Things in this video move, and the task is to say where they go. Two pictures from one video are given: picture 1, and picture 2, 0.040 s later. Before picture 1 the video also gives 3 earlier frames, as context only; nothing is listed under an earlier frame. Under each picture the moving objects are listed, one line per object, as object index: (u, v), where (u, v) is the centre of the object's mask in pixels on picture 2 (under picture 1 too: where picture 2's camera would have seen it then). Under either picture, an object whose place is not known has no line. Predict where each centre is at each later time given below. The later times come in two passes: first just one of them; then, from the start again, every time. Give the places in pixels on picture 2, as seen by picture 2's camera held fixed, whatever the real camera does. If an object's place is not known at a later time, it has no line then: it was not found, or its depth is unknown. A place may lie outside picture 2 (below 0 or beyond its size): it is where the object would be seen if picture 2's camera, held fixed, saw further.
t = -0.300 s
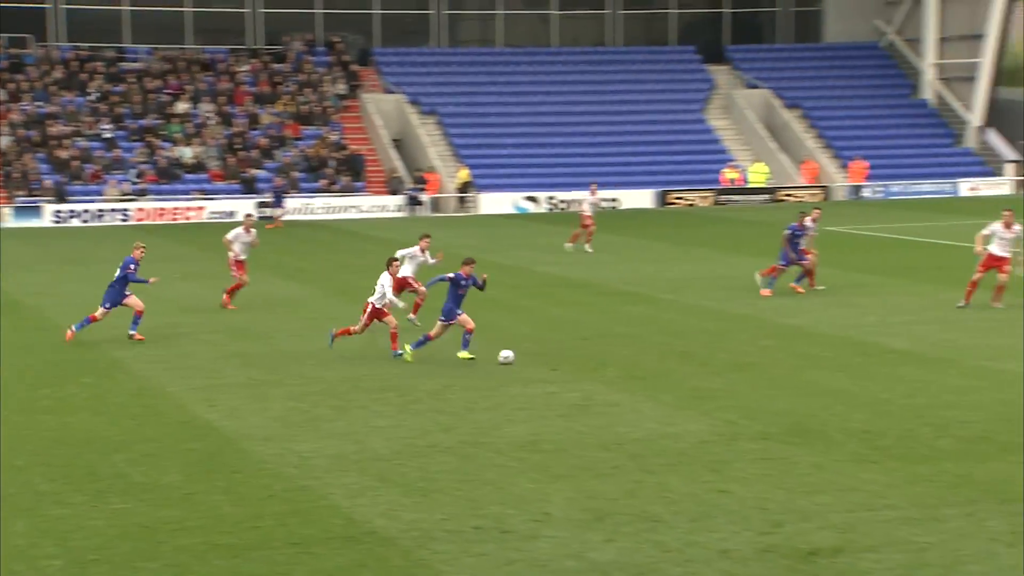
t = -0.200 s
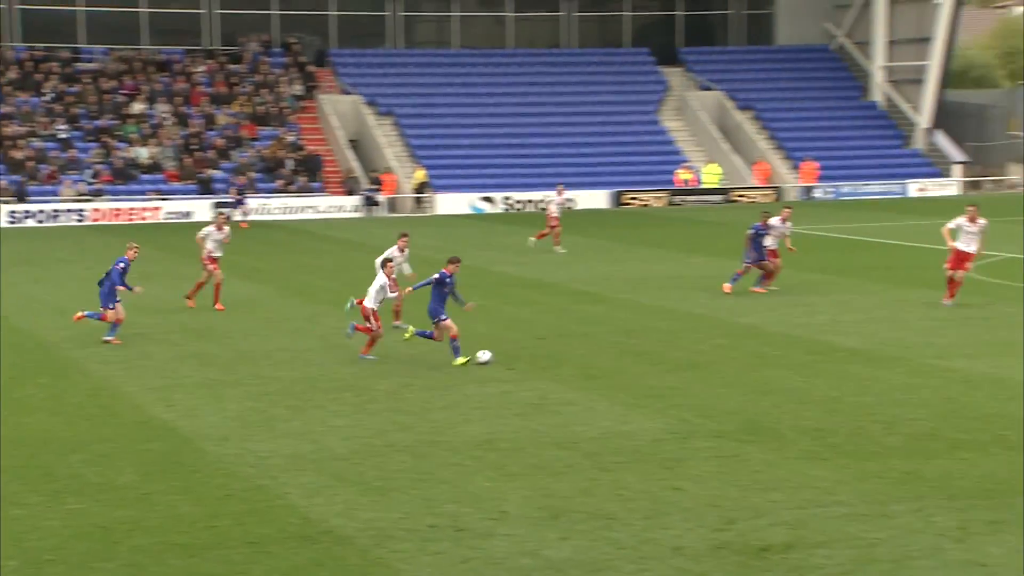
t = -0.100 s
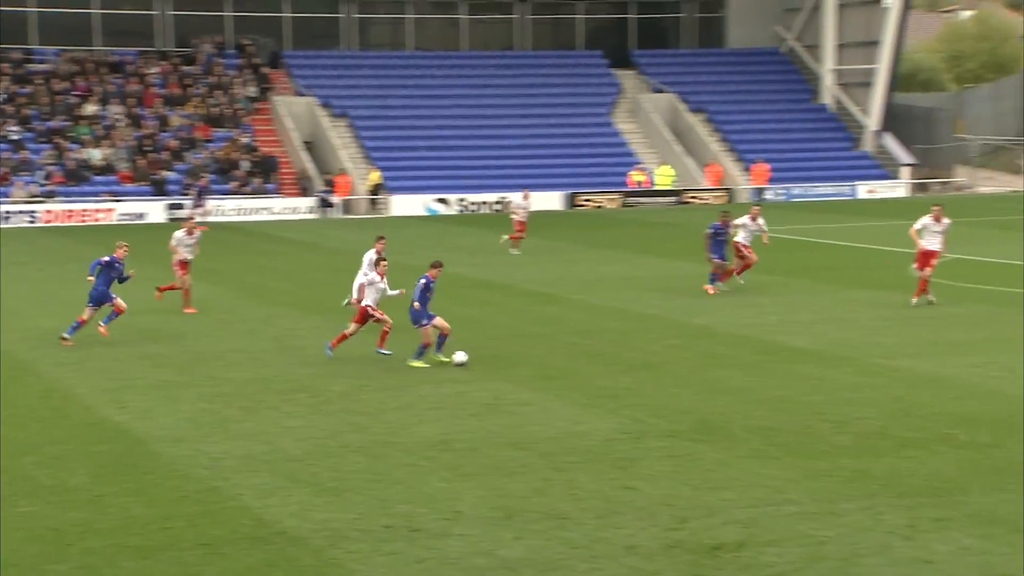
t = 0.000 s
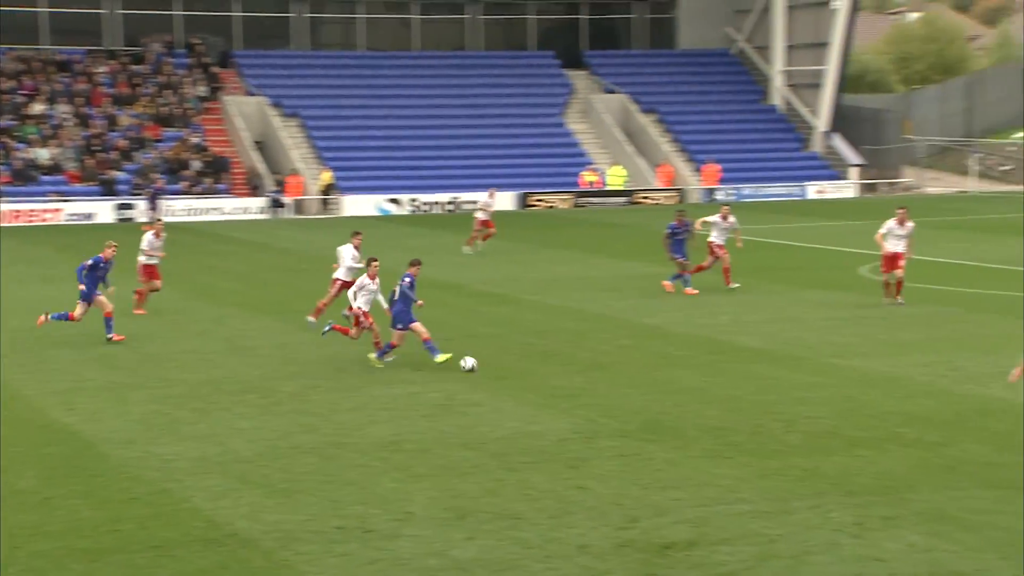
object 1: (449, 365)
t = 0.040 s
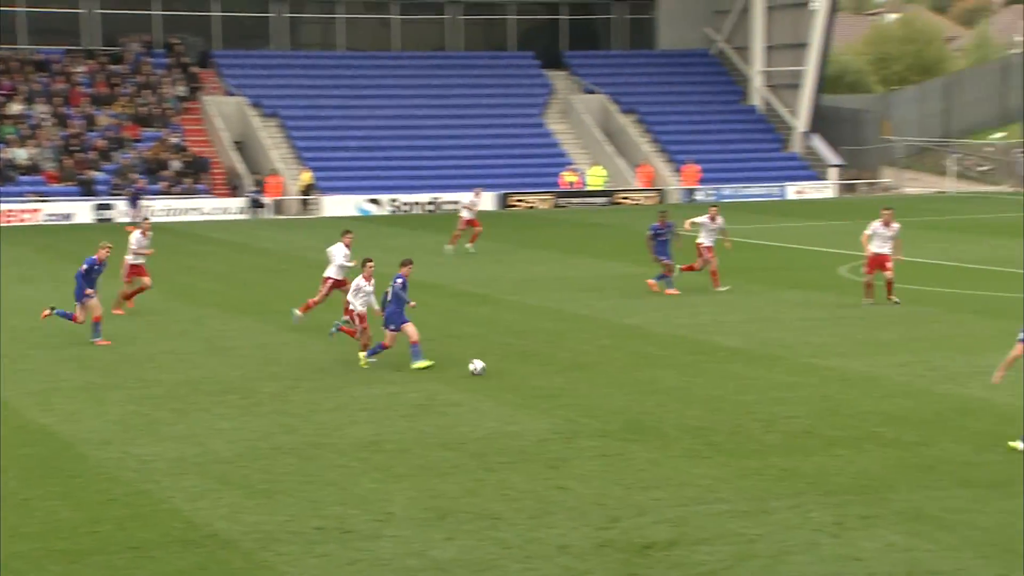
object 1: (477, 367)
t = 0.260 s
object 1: (632, 384)
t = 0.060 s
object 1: (491, 368)
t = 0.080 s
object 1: (505, 370)
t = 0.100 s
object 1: (519, 372)
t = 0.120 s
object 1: (533, 374)
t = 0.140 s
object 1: (548, 375)
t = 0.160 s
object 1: (562, 377)
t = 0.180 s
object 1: (575, 378)
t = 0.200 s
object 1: (589, 379)
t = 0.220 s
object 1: (604, 381)
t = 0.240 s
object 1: (617, 382)
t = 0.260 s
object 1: (632, 384)
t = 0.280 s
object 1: (646, 386)
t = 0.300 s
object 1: (660, 387)
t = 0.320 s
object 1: (674, 389)
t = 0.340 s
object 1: (688, 391)
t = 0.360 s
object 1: (701, 392)
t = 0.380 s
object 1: (716, 394)
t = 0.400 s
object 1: (729, 396)
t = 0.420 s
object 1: (744, 397)
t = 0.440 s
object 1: (757, 399)
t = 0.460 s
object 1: (771, 400)
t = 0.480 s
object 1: (785, 403)
